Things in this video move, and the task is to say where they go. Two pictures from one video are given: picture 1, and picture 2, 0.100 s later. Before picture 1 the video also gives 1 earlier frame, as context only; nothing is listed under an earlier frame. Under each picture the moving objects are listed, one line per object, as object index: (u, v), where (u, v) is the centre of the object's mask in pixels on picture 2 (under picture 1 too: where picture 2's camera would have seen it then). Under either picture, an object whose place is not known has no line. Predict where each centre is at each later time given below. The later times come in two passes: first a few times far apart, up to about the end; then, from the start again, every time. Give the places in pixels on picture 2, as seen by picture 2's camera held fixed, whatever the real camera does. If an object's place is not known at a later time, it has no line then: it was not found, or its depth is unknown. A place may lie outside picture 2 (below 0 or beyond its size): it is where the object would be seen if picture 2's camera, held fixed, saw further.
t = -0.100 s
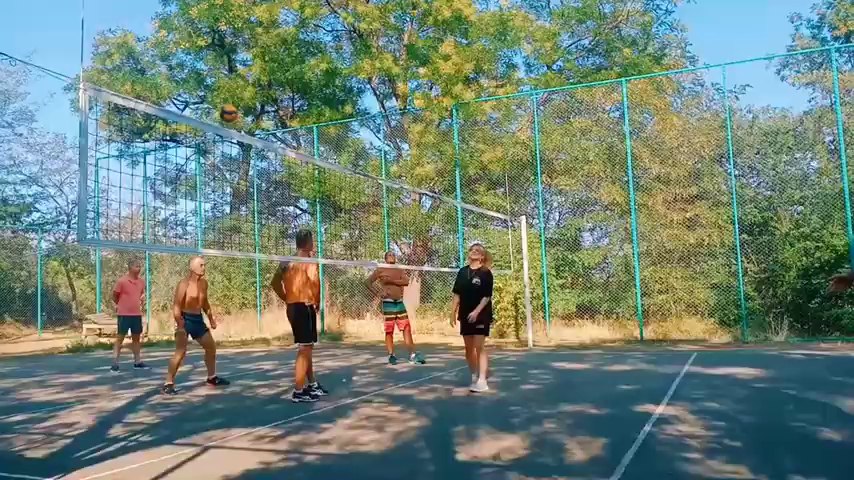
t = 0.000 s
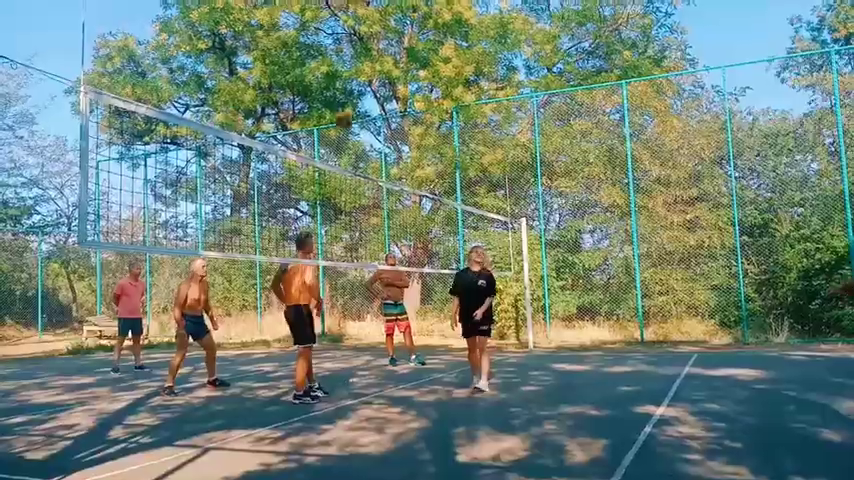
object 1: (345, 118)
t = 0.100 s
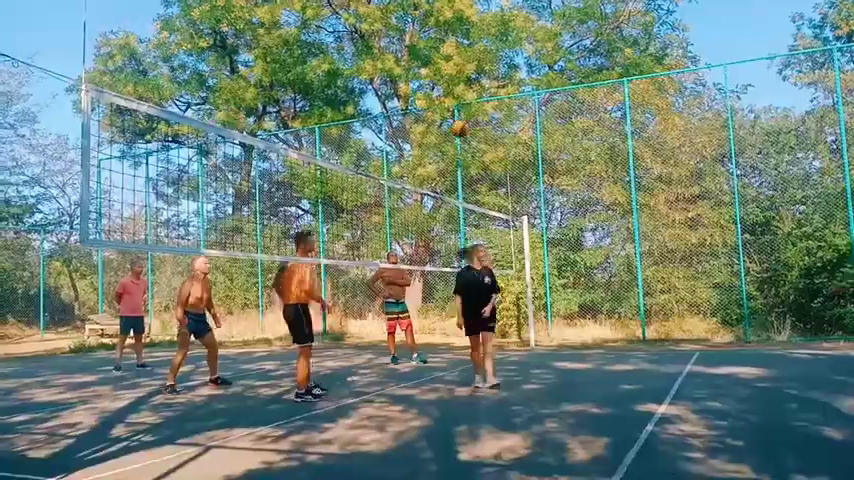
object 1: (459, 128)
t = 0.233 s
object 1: (617, 152)
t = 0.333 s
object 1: (733, 179)
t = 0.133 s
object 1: (498, 134)
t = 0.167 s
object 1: (536, 138)
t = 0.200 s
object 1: (576, 145)
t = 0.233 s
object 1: (617, 152)
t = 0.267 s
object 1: (654, 161)
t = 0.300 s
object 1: (694, 169)
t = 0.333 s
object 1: (733, 179)
